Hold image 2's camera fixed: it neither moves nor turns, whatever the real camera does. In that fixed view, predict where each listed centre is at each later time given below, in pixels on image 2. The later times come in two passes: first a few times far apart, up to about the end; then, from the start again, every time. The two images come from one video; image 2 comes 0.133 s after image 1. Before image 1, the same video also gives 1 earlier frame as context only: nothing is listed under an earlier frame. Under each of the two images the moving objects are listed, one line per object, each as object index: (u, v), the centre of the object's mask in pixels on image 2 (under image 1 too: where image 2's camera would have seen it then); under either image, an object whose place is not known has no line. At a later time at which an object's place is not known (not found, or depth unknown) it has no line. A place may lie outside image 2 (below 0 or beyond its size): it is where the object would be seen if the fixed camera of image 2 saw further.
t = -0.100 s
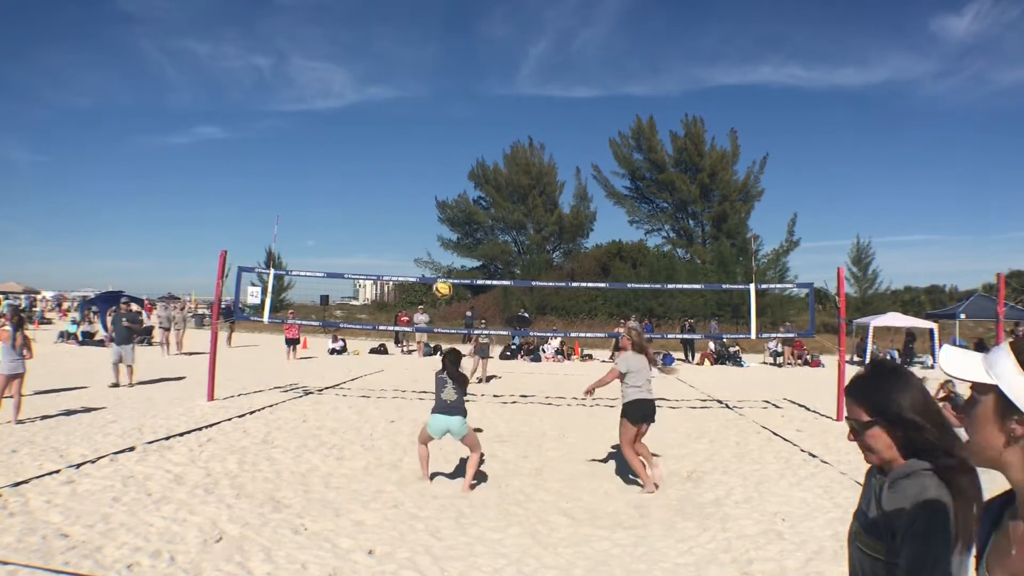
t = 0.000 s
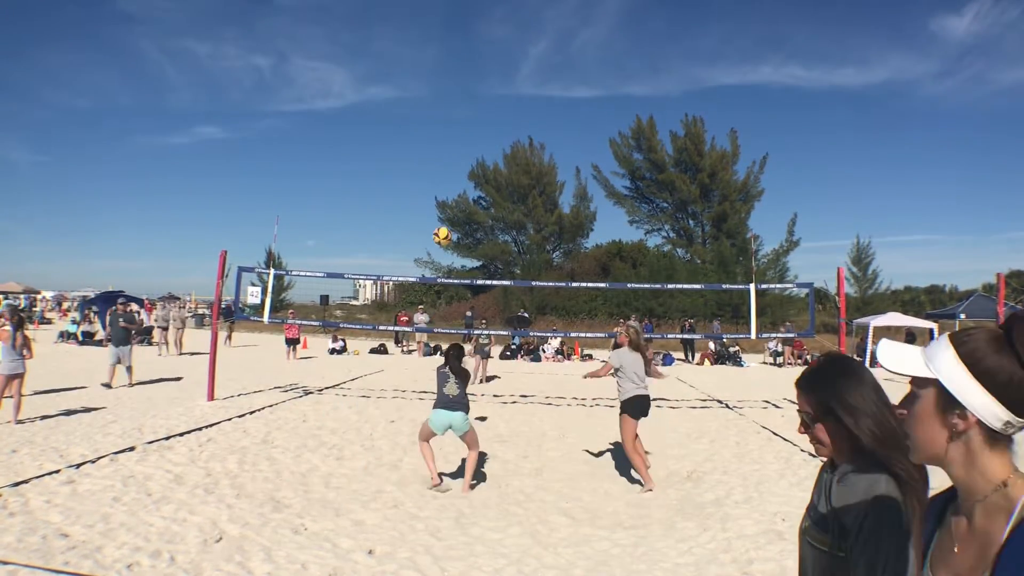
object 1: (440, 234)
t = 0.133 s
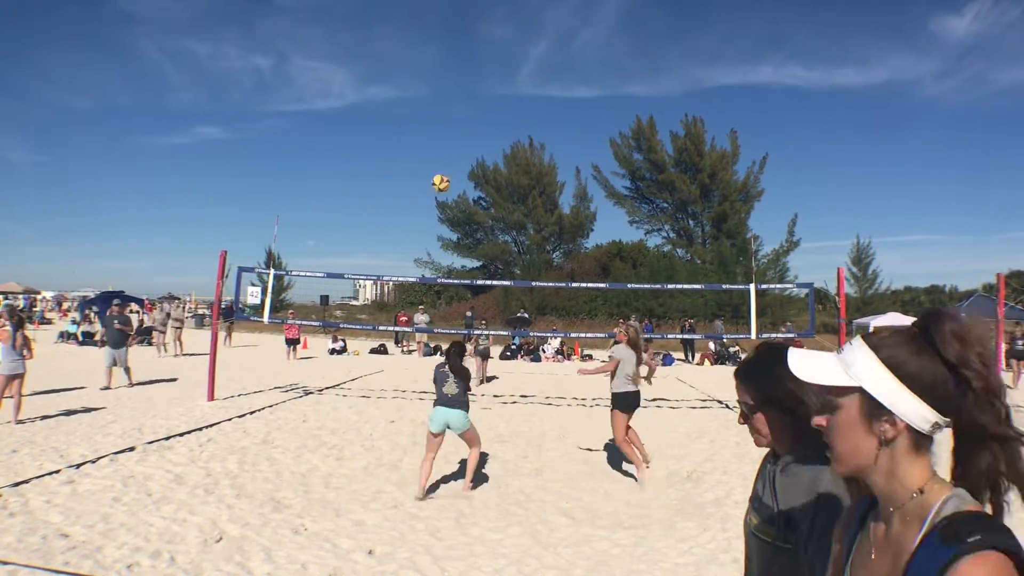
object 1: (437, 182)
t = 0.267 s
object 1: (436, 148)
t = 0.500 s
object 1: (433, 120)
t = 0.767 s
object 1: (426, 142)
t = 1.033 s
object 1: (423, 204)
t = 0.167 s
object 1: (438, 174)
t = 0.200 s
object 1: (437, 162)
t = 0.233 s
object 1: (435, 154)
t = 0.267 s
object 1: (436, 148)
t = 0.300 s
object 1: (437, 140)
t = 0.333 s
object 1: (434, 133)
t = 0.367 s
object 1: (434, 131)
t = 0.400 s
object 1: (434, 125)
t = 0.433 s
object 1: (432, 123)
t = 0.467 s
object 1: (432, 122)
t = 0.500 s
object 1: (433, 120)
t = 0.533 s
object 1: (430, 117)
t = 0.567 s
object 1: (430, 122)
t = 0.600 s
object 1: (430, 120)
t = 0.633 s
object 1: (427, 120)
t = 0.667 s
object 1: (430, 125)
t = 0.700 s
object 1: (430, 129)
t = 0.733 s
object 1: (426, 132)
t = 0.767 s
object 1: (426, 142)
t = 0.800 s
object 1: (427, 144)
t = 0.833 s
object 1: (424, 148)
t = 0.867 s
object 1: (427, 158)
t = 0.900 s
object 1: (427, 166)
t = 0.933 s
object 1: (424, 174)
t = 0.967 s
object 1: (426, 184)
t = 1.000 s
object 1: (425, 194)
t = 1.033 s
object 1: (423, 204)
